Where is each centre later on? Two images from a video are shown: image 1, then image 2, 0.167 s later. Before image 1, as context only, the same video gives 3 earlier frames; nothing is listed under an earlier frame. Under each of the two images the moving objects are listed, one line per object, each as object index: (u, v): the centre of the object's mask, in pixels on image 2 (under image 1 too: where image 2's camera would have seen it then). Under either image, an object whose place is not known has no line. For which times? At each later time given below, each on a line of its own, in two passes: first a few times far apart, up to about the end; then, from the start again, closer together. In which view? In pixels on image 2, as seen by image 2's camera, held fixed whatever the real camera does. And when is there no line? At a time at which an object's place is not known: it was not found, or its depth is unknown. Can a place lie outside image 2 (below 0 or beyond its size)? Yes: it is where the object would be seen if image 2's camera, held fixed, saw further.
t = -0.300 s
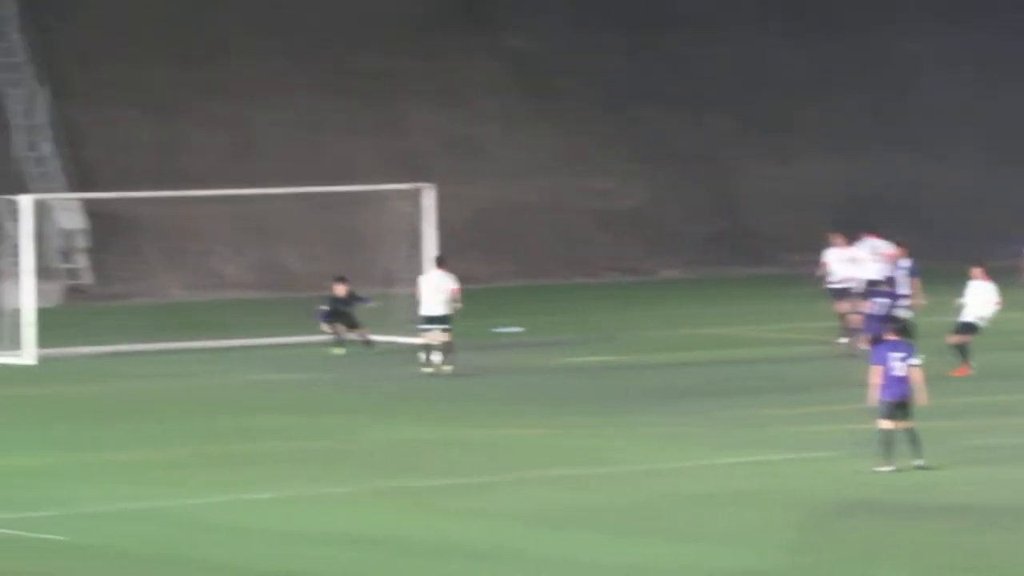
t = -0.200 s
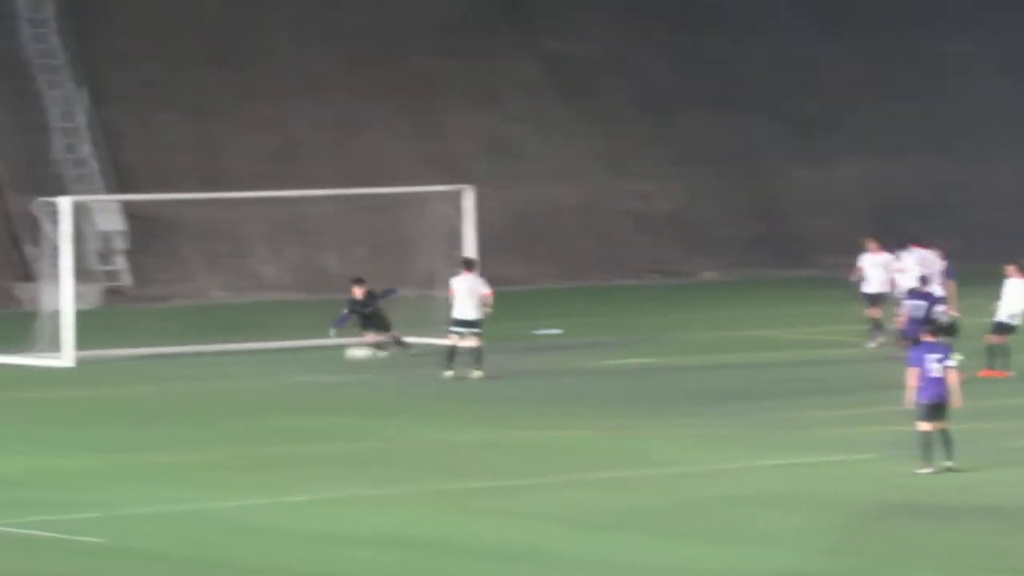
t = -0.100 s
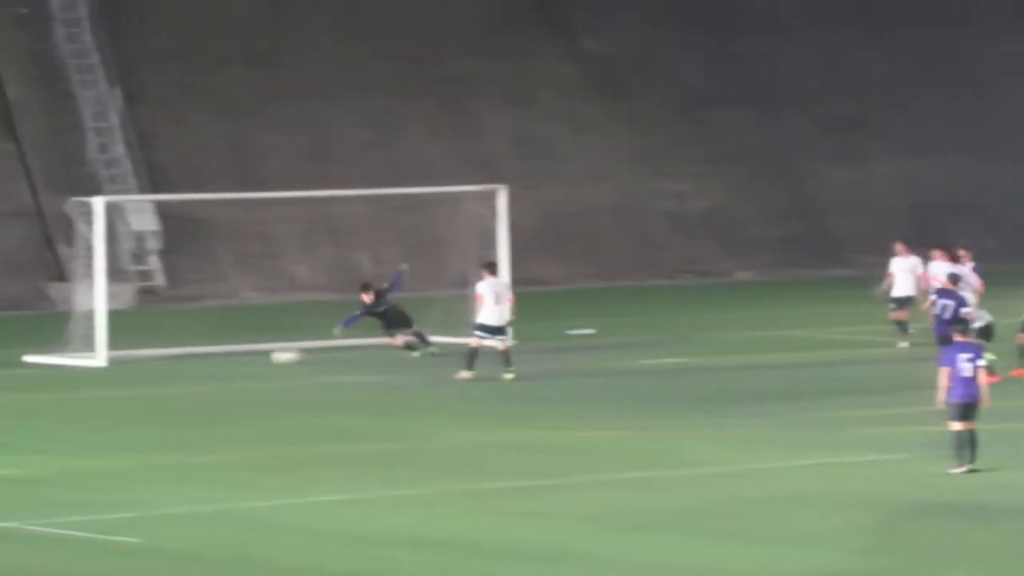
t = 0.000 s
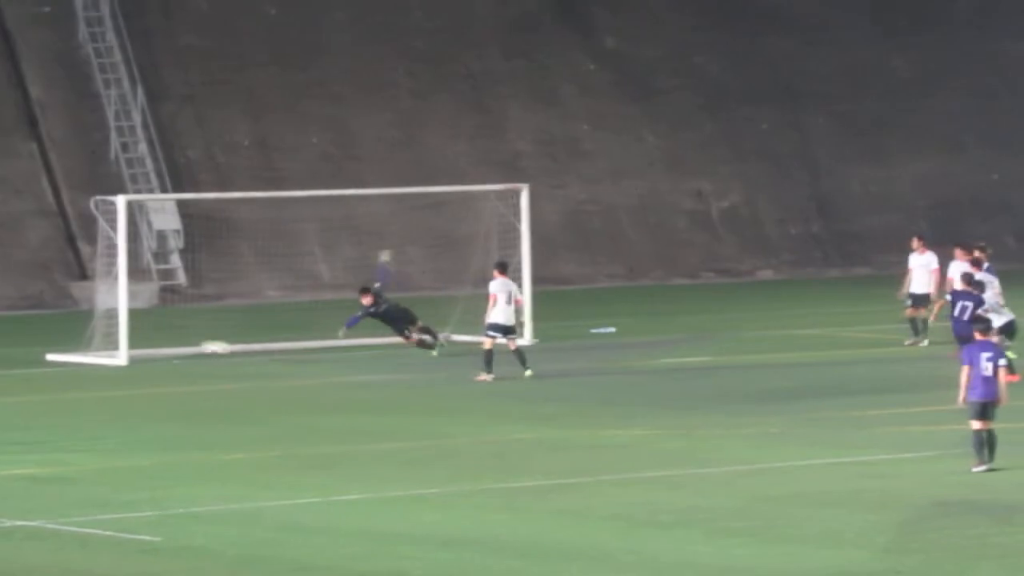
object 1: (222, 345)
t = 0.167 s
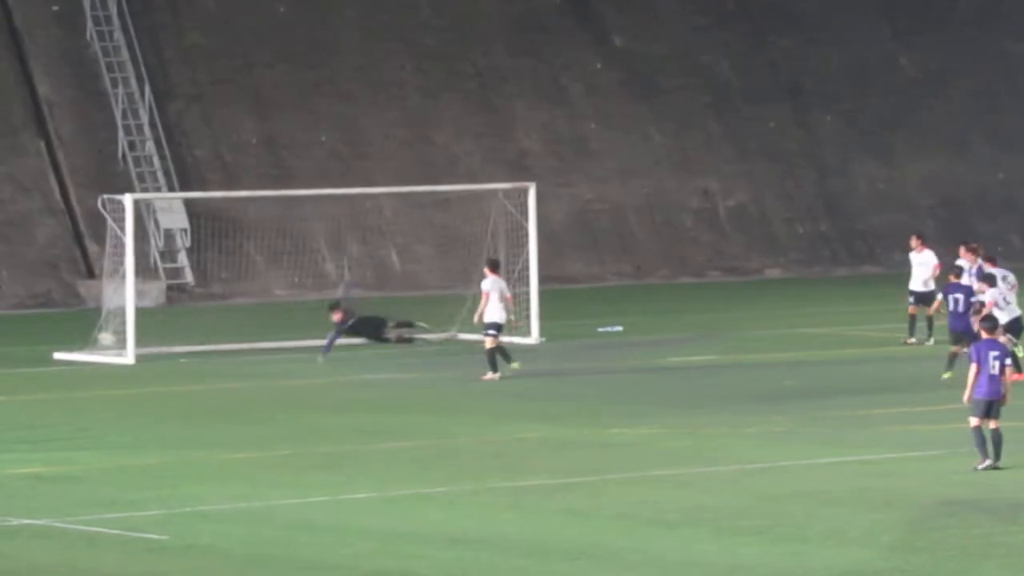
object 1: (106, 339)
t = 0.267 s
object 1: (82, 323)
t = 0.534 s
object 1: (104, 312)
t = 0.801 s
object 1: (143, 346)
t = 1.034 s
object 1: (158, 333)
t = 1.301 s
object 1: (177, 345)
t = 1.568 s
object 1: (189, 347)
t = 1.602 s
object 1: (190, 348)
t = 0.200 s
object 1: (96, 334)
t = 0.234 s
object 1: (87, 328)
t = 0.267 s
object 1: (82, 323)
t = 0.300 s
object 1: (78, 318)
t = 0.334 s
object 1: (77, 315)
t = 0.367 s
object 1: (80, 313)
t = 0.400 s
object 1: (84, 311)
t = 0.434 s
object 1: (89, 310)
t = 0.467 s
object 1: (93, 311)
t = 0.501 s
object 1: (98, 311)
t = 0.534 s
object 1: (104, 312)
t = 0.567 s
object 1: (109, 314)
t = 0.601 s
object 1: (114, 317)
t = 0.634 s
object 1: (118, 320)
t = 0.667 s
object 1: (121, 325)
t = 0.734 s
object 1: (137, 334)
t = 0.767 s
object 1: (140, 340)
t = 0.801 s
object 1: (143, 346)
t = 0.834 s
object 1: (147, 345)
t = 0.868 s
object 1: (149, 341)
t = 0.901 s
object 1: (150, 337)
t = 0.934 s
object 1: (153, 335)
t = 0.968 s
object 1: (154, 334)
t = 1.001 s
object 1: (157, 332)
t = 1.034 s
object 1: (158, 333)
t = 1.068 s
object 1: (161, 333)
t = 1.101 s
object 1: (163, 335)
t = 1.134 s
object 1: (166, 336)
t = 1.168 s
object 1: (168, 339)
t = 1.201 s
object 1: (170, 343)
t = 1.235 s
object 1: (172, 348)
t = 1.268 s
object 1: (175, 346)
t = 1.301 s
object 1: (177, 345)
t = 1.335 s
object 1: (179, 344)
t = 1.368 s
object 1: (180, 344)
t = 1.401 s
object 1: (182, 345)
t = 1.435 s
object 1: (183, 346)
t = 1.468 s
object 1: (184, 348)
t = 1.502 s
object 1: (185, 348)
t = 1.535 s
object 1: (187, 348)
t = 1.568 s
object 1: (189, 347)
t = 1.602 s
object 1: (190, 348)
